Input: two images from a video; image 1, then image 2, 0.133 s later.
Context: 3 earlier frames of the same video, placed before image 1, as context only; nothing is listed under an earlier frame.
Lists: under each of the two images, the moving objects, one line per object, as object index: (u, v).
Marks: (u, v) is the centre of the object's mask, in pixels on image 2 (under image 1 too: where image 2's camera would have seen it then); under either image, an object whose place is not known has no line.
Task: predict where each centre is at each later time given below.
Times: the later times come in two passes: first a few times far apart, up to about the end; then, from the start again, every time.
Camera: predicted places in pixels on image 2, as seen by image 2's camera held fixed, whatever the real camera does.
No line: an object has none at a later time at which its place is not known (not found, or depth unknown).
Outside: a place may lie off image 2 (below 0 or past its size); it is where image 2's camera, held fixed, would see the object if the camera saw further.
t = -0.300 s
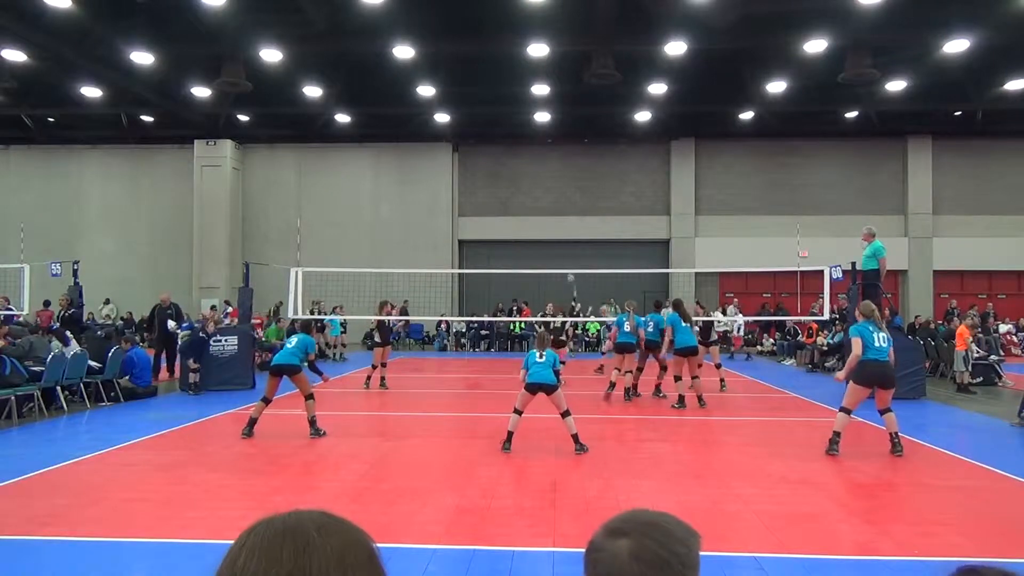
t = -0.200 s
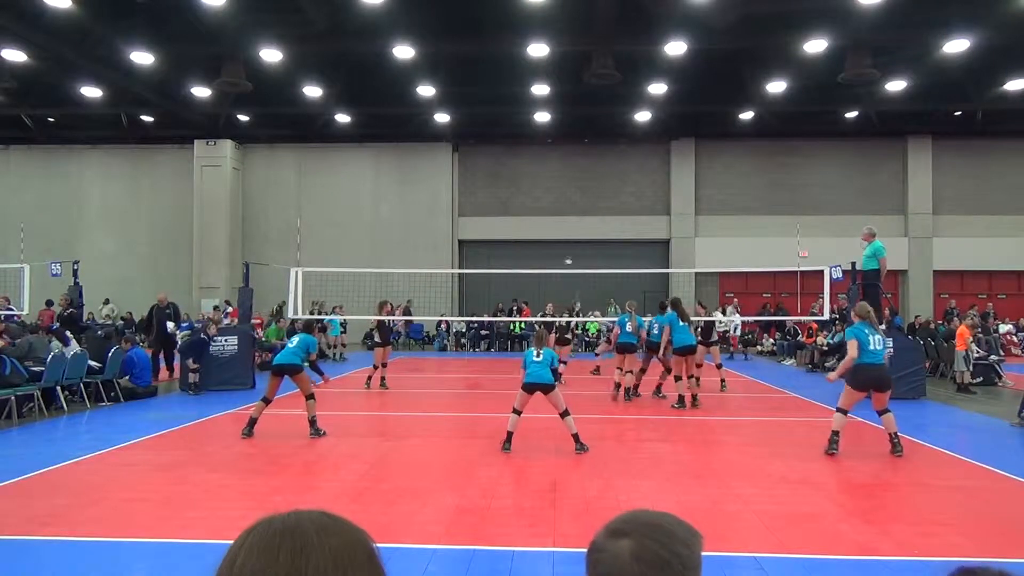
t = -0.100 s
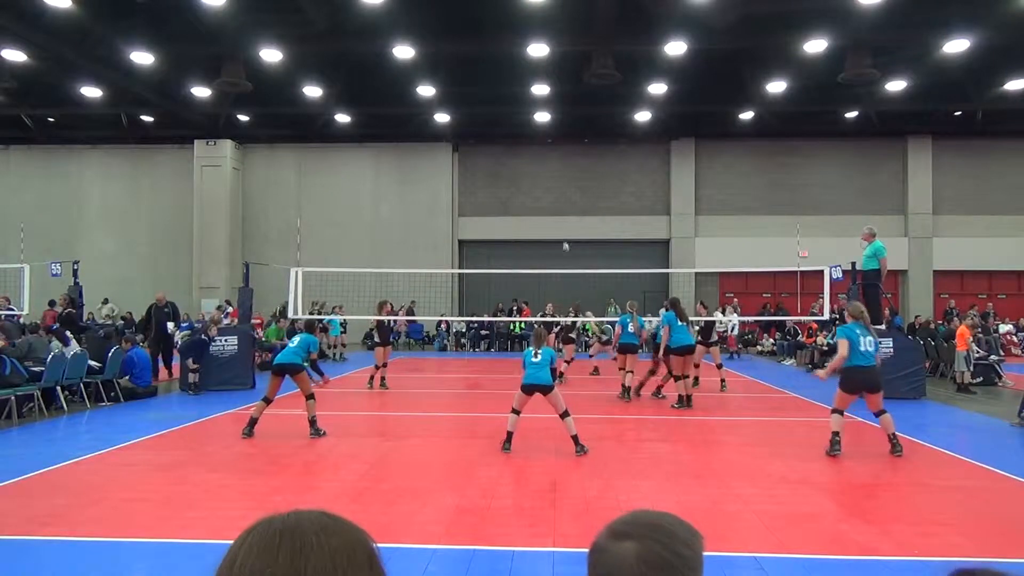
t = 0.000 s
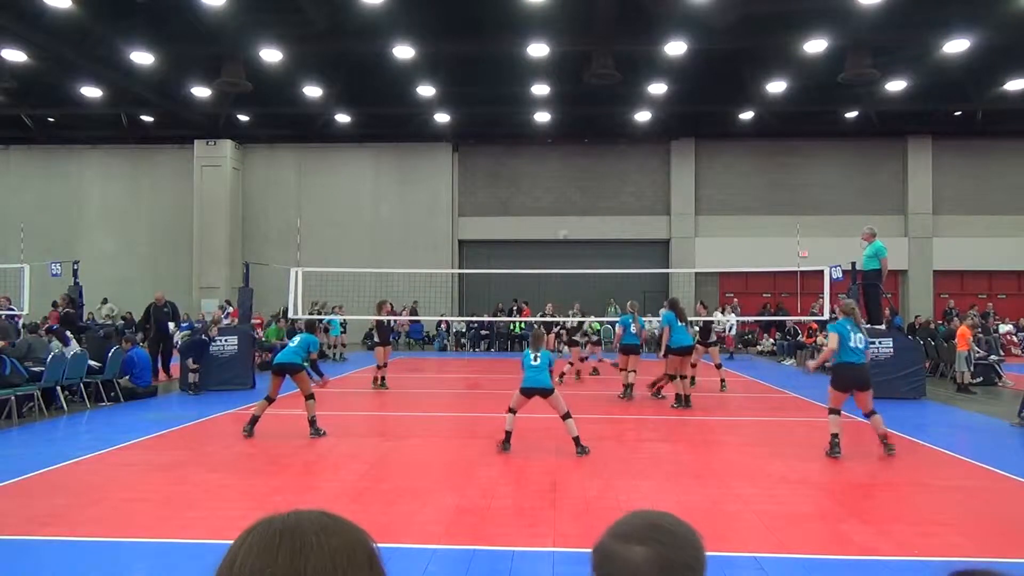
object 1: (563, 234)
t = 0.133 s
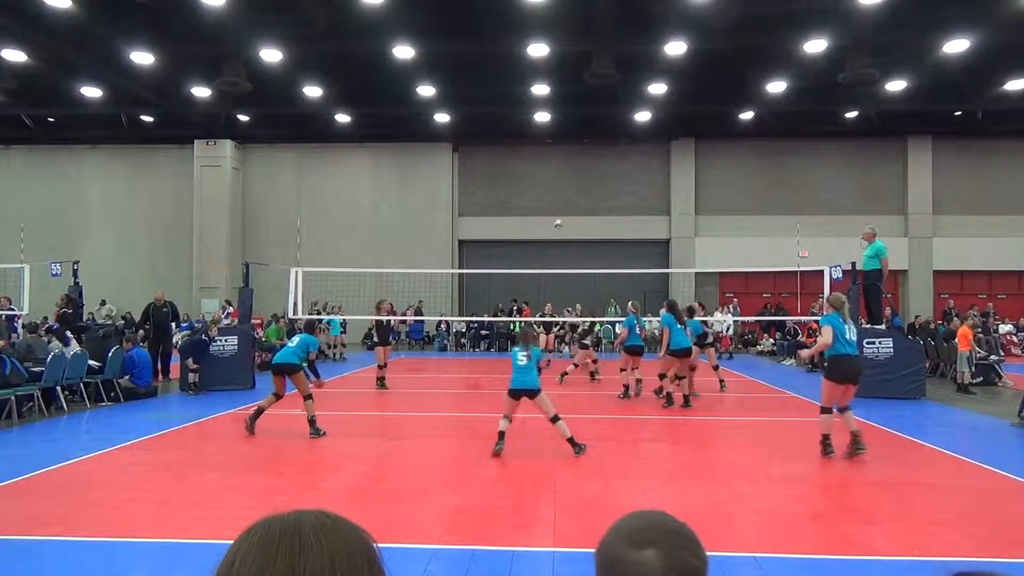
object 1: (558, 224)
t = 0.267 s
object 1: (552, 216)
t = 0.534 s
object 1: (538, 228)
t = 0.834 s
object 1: (518, 306)
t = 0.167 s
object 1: (558, 220)
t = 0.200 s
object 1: (554, 217)
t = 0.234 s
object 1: (553, 217)
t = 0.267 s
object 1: (552, 216)
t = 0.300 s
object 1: (551, 216)
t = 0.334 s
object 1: (549, 215)
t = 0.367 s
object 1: (547, 216)
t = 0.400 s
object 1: (544, 217)
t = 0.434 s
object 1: (542, 219)
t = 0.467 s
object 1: (541, 221)
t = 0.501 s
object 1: (539, 224)
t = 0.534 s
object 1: (538, 228)
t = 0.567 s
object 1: (537, 232)
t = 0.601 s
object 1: (534, 238)
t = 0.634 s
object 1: (532, 244)
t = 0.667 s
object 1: (531, 250)
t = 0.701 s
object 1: (529, 258)
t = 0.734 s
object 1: (527, 269)
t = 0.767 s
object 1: (522, 281)
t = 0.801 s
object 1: (521, 293)
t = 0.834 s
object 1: (518, 306)
